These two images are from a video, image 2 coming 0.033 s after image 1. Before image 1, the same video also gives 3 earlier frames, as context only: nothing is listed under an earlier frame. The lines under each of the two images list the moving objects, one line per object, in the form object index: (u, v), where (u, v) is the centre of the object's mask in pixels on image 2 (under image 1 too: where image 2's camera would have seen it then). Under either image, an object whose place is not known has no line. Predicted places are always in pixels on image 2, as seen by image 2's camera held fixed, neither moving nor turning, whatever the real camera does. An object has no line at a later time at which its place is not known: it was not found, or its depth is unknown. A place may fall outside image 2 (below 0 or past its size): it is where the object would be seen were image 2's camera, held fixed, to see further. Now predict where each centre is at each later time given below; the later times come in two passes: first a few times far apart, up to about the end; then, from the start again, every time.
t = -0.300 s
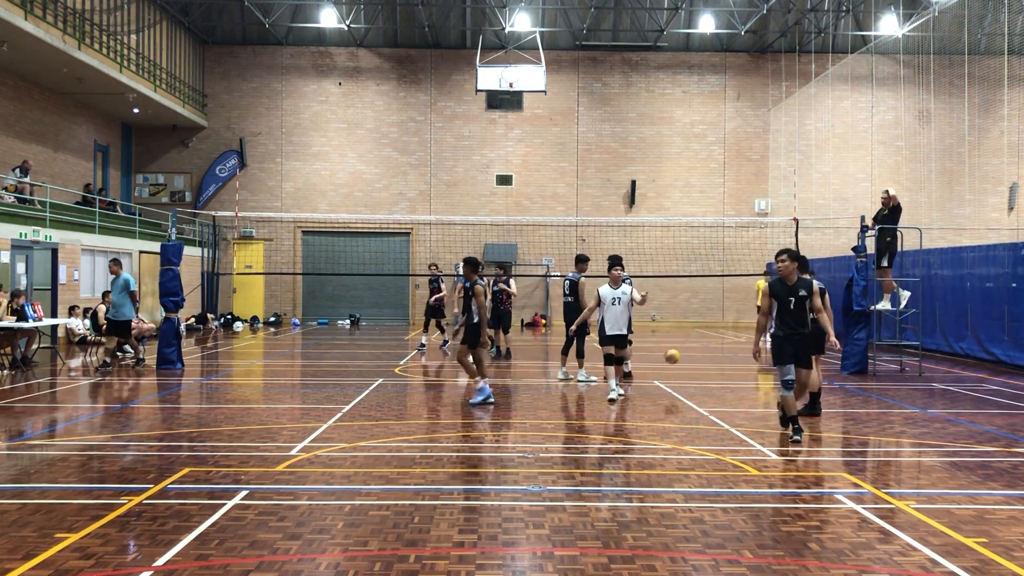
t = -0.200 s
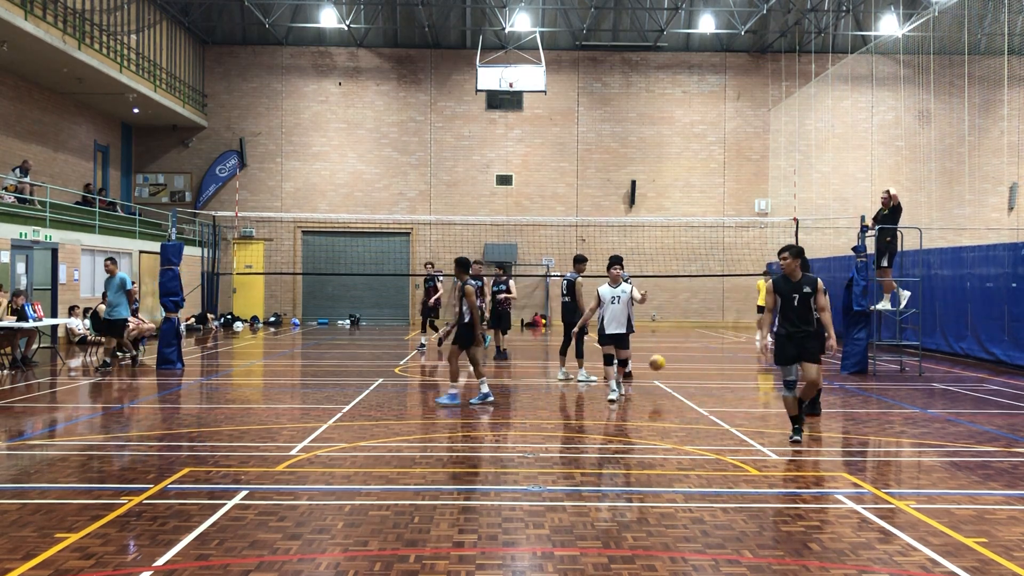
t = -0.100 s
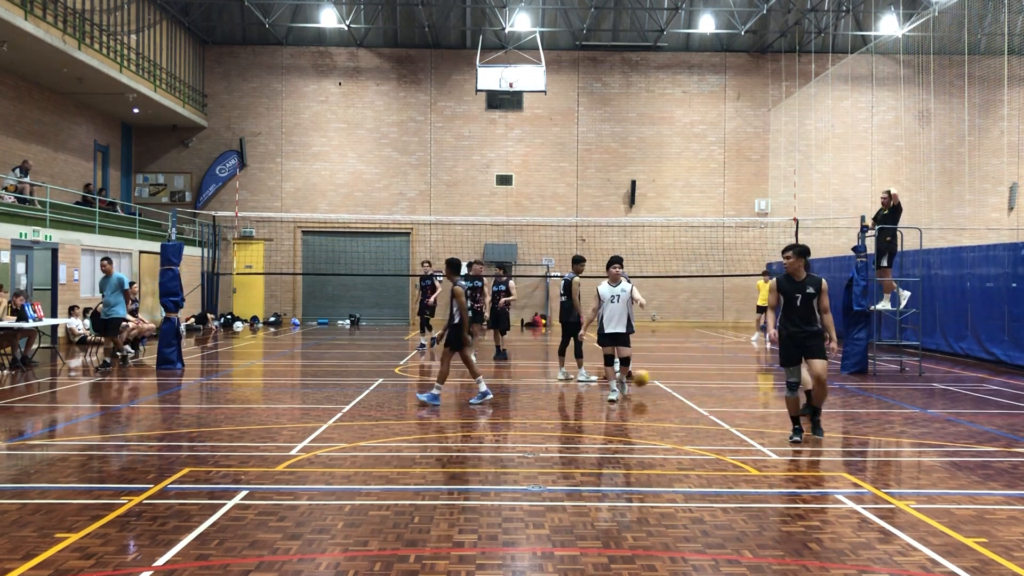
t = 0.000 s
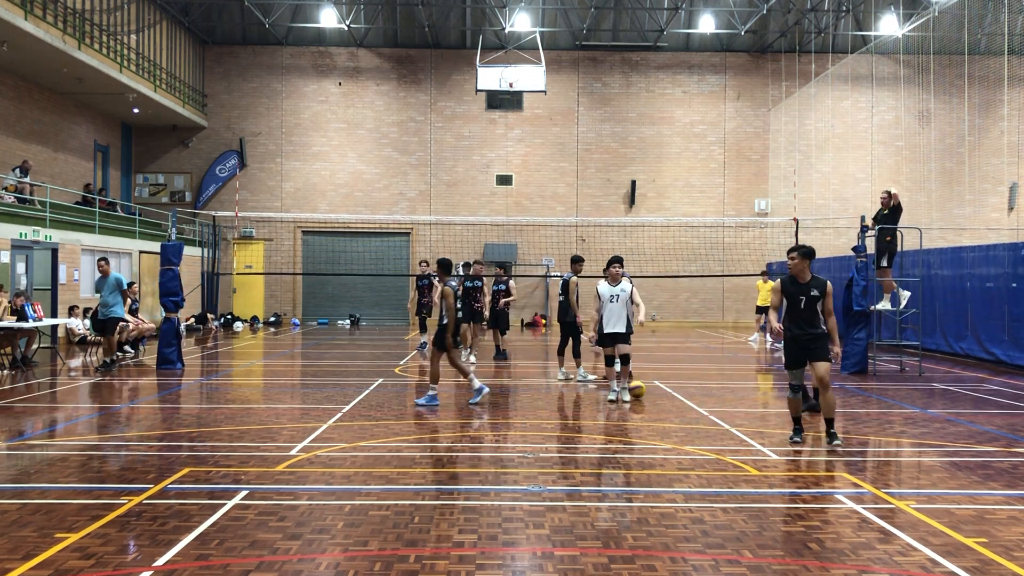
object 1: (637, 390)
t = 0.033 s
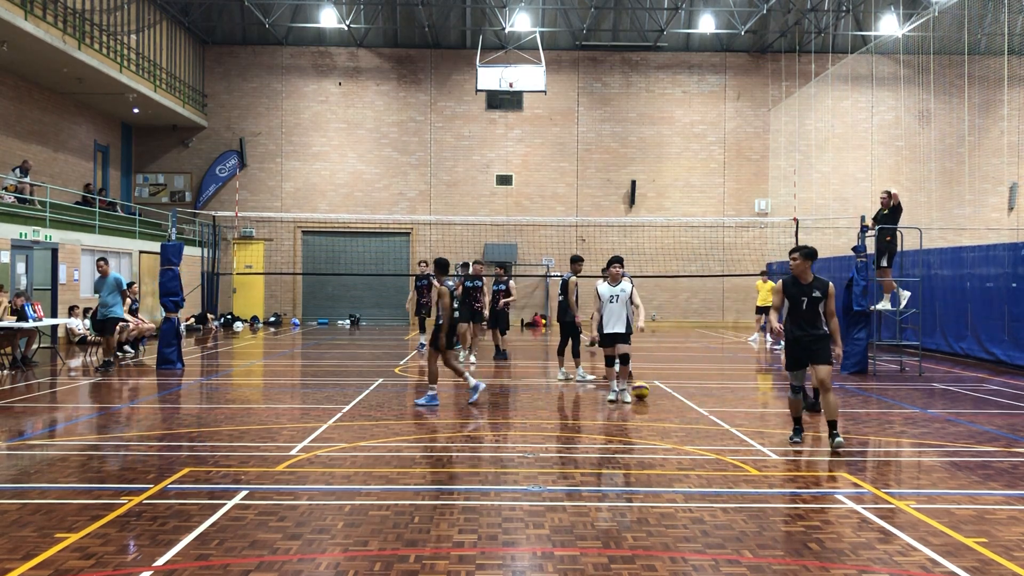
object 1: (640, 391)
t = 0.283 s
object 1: (655, 397)
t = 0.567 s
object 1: (670, 404)
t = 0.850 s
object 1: (687, 413)
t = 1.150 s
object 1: (707, 423)
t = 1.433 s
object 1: (730, 433)
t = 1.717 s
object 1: (757, 445)
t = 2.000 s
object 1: (788, 460)
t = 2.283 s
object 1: (824, 474)
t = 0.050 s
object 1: (642, 391)
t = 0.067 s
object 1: (643, 391)
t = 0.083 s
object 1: (645, 391)
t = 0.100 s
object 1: (646, 392)
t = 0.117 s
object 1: (647, 392)
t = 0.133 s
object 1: (648, 393)
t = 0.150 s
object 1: (649, 393)
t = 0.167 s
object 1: (650, 394)
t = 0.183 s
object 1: (651, 394)
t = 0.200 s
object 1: (652, 395)
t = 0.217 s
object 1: (652, 395)
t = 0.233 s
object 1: (653, 396)
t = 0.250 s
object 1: (654, 396)
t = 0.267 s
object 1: (655, 396)
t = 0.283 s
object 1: (655, 397)
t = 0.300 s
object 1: (656, 397)
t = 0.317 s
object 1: (657, 398)
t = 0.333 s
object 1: (658, 398)
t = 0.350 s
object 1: (659, 399)
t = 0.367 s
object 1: (659, 399)
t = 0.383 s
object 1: (660, 399)
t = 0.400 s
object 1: (661, 400)
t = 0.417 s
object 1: (662, 400)
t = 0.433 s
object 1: (663, 401)
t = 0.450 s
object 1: (664, 401)
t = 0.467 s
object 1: (664, 402)
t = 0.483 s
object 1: (666, 402)
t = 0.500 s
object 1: (666, 402)
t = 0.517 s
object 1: (667, 403)
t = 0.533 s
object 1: (668, 404)
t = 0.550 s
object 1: (669, 404)
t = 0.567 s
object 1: (670, 404)
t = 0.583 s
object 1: (671, 404)
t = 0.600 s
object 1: (672, 405)
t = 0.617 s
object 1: (673, 406)
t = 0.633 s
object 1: (673, 406)
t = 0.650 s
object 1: (675, 407)
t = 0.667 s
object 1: (675, 407)
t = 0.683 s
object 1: (676, 408)
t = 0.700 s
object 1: (677, 408)
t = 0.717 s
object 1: (678, 409)
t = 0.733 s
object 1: (679, 409)
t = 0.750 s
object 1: (681, 410)
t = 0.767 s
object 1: (681, 410)
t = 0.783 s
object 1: (682, 411)
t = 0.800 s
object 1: (684, 411)
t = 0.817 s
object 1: (685, 412)
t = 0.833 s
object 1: (686, 412)
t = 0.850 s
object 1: (687, 413)
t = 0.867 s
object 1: (688, 414)
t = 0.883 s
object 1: (689, 414)
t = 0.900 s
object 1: (690, 414)
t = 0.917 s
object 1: (691, 415)
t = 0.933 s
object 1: (692, 415)
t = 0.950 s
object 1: (693, 416)
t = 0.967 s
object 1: (694, 417)
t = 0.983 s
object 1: (695, 417)
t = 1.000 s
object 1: (697, 417)
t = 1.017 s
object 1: (698, 418)
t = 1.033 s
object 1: (699, 419)
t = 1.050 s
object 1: (700, 420)
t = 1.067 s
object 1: (701, 420)
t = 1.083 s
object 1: (702, 420)
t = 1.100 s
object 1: (704, 421)
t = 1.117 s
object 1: (705, 421)
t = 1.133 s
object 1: (706, 422)
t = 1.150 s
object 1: (707, 423)
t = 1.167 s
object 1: (708, 423)
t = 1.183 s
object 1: (710, 424)
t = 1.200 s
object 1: (711, 424)
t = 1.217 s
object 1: (713, 425)
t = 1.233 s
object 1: (714, 426)
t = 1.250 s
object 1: (715, 426)
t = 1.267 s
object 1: (716, 427)
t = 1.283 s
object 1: (718, 427)
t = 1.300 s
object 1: (720, 428)
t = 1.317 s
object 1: (721, 429)
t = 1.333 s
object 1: (722, 429)
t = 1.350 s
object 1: (723, 430)
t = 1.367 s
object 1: (725, 431)
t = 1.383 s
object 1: (726, 431)
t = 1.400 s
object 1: (727, 431)
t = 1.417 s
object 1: (729, 432)
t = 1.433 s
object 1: (730, 433)
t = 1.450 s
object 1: (732, 434)
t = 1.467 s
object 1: (733, 433)
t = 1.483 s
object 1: (734, 435)
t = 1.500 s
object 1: (736, 436)
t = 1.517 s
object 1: (738, 437)
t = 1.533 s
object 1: (739, 437)
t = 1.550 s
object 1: (740, 438)
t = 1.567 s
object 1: (742, 439)
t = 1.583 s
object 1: (744, 440)
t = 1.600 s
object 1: (746, 441)
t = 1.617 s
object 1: (747, 441)
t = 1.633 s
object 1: (748, 442)
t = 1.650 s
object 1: (750, 443)
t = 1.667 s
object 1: (752, 443)
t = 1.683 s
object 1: (754, 444)
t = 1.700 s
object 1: (755, 445)
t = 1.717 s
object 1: (757, 445)
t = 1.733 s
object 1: (759, 446)
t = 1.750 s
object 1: (760, 447)
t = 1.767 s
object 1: (762, 448)
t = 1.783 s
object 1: (764, 448)
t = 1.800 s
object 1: (766, 449)
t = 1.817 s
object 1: (767, 450)
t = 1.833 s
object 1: (769, 452)
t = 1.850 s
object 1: (771, 451)
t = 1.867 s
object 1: (773, 452)
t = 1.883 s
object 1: (775, 454)
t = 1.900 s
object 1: (777, 454)
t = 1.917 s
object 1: (779, 455)
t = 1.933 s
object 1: (780, 456)
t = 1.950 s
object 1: (782, 457)
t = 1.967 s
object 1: (784, 458)
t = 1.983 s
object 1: (786, 459)
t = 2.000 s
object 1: (788, 460)
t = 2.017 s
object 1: (790, 460)
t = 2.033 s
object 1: (792, 461)
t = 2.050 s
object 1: (794, 462)
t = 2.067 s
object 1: (796, 463)
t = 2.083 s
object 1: (798, 463)
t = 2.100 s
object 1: (800, 465)
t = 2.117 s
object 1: (802, 465)
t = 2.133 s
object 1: (804, 466)
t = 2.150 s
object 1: (806, 467)
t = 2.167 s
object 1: (809, 468)
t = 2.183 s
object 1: (811, 469)
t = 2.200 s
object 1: (813, 470)
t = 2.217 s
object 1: (816, 471)
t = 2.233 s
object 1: (818, 472)
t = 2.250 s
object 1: (820, 472)
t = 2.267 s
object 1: (822, 473)
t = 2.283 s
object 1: (824, 474)
